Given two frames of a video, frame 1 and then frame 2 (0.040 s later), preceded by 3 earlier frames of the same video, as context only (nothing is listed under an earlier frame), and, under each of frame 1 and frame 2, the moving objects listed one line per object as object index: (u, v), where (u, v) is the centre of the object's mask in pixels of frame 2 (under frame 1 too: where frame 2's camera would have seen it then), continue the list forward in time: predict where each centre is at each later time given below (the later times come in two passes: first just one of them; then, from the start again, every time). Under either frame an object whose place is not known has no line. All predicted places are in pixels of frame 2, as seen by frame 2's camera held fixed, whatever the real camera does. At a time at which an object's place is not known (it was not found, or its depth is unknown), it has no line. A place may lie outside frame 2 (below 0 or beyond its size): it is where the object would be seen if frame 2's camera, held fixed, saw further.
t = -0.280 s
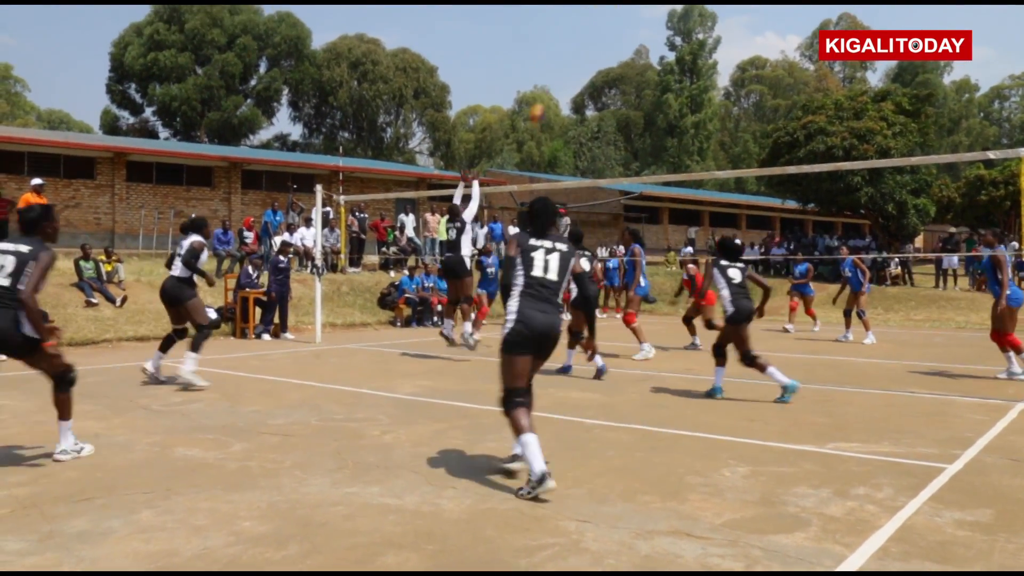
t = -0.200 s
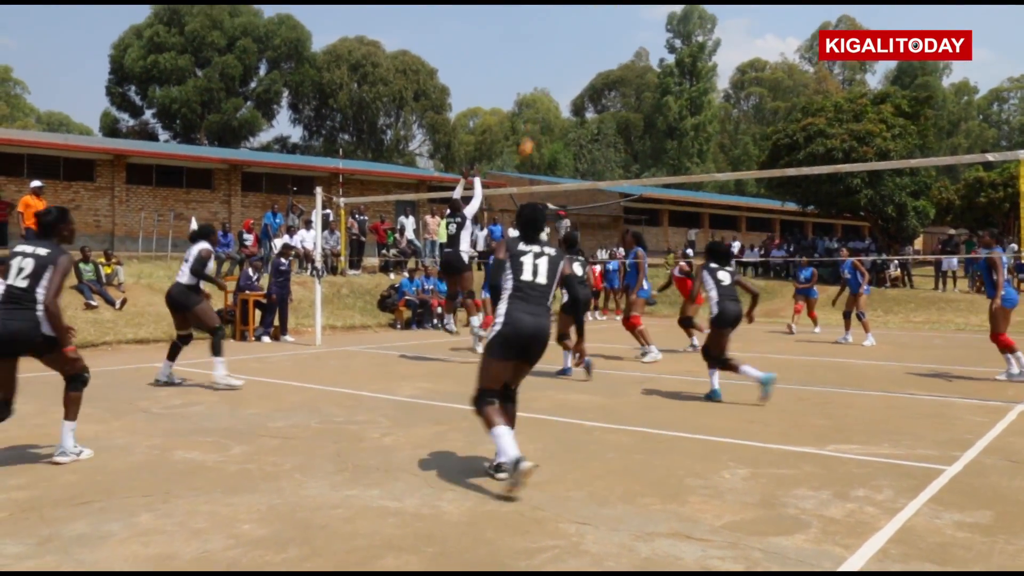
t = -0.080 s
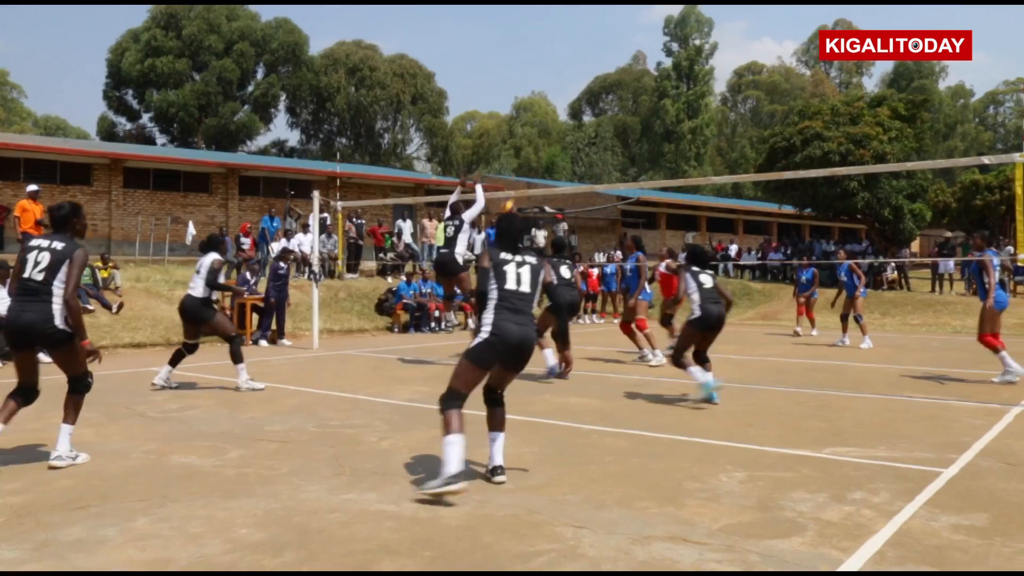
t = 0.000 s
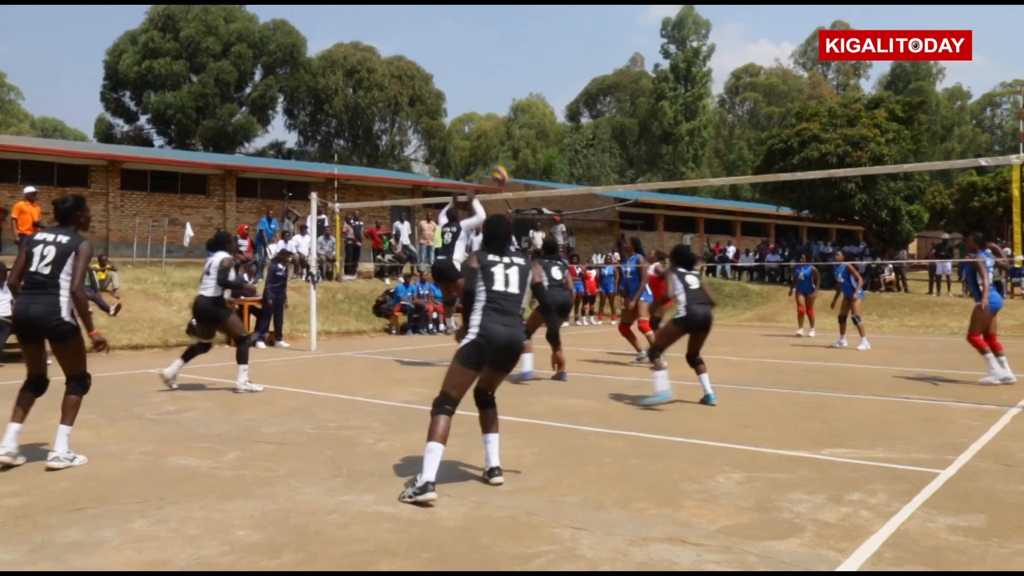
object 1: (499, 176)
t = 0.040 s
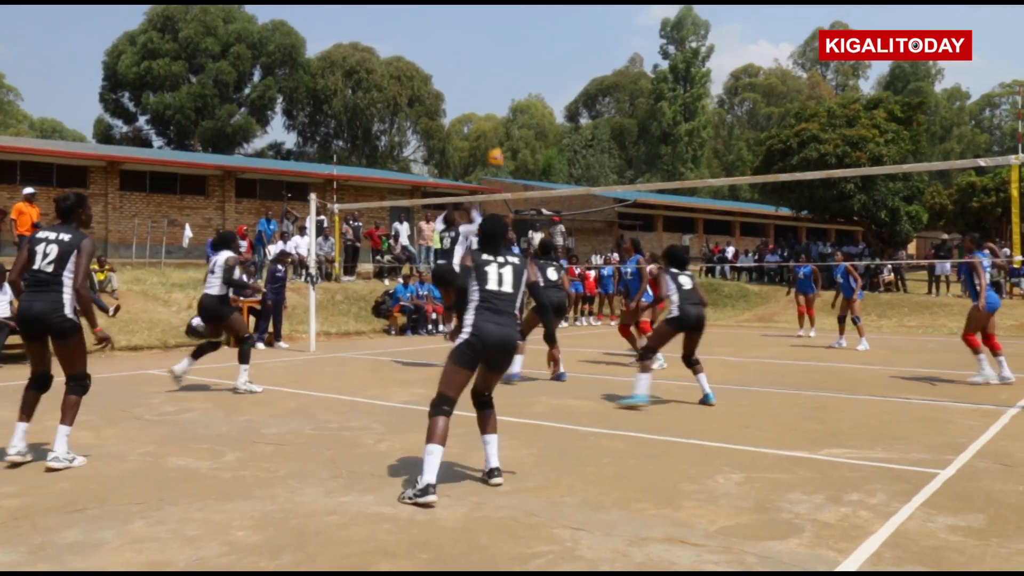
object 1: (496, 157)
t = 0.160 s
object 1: (486, 108)
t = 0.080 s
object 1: (494, 143)
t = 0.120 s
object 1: (490, 124)
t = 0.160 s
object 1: (486, 108)
